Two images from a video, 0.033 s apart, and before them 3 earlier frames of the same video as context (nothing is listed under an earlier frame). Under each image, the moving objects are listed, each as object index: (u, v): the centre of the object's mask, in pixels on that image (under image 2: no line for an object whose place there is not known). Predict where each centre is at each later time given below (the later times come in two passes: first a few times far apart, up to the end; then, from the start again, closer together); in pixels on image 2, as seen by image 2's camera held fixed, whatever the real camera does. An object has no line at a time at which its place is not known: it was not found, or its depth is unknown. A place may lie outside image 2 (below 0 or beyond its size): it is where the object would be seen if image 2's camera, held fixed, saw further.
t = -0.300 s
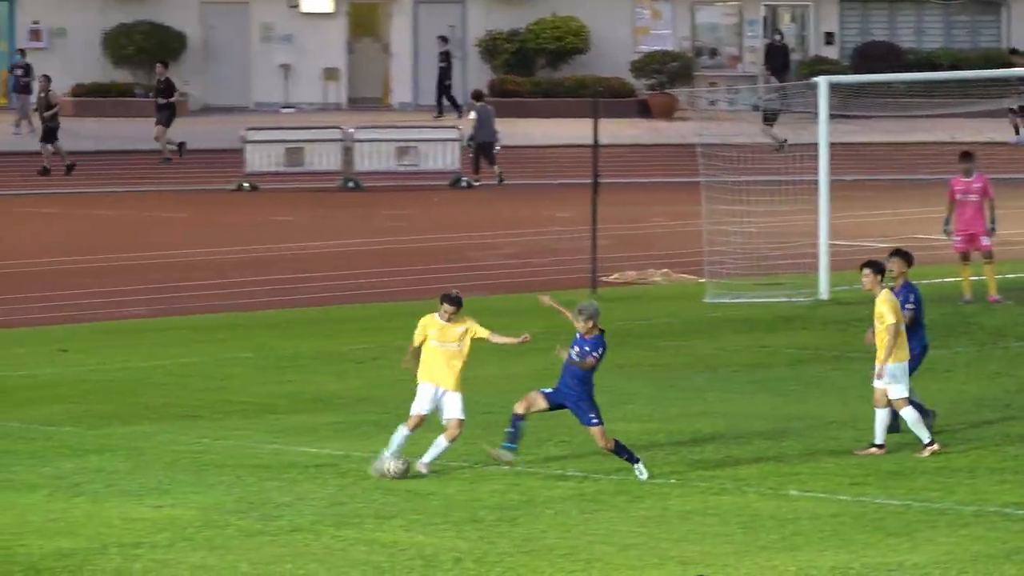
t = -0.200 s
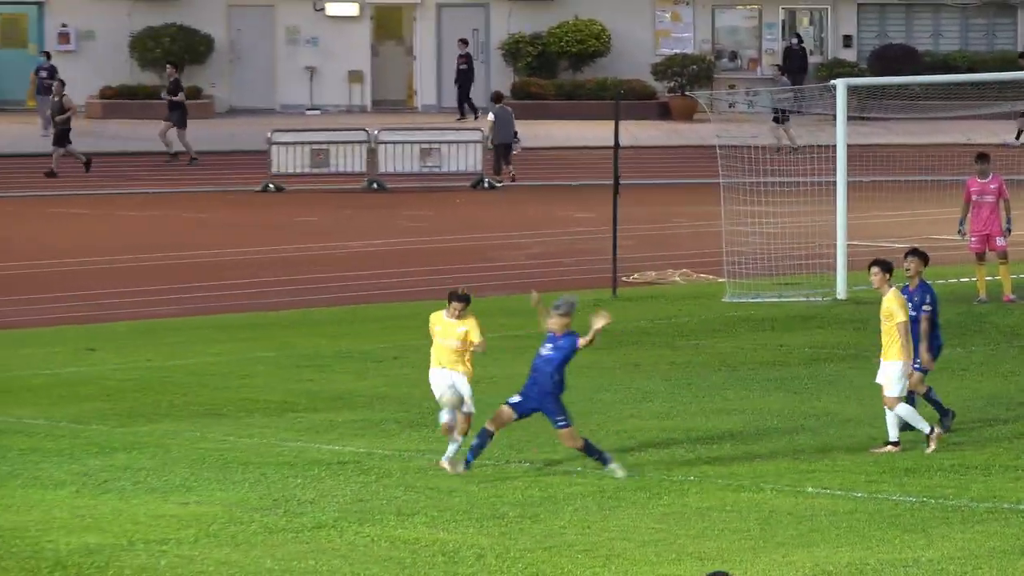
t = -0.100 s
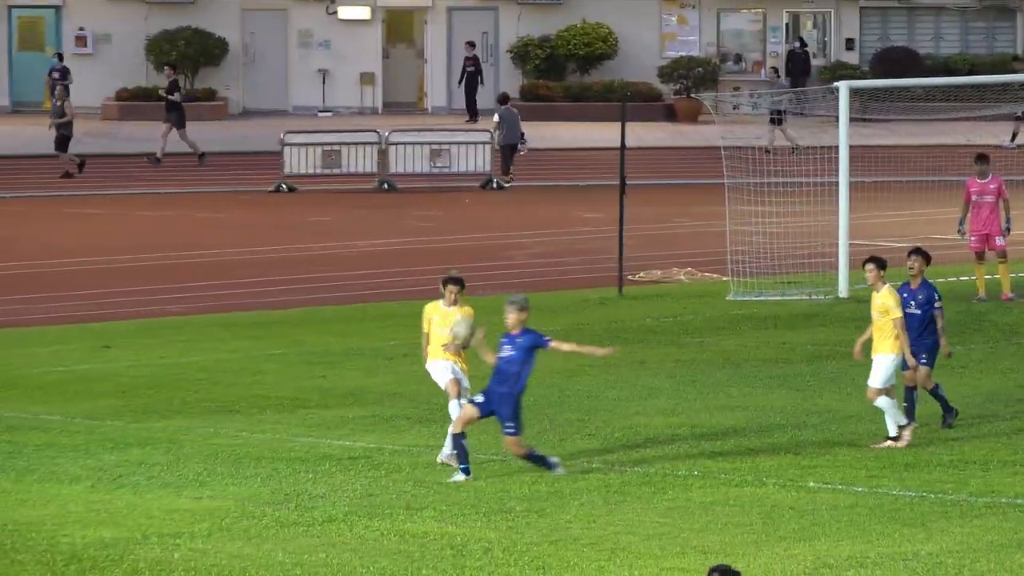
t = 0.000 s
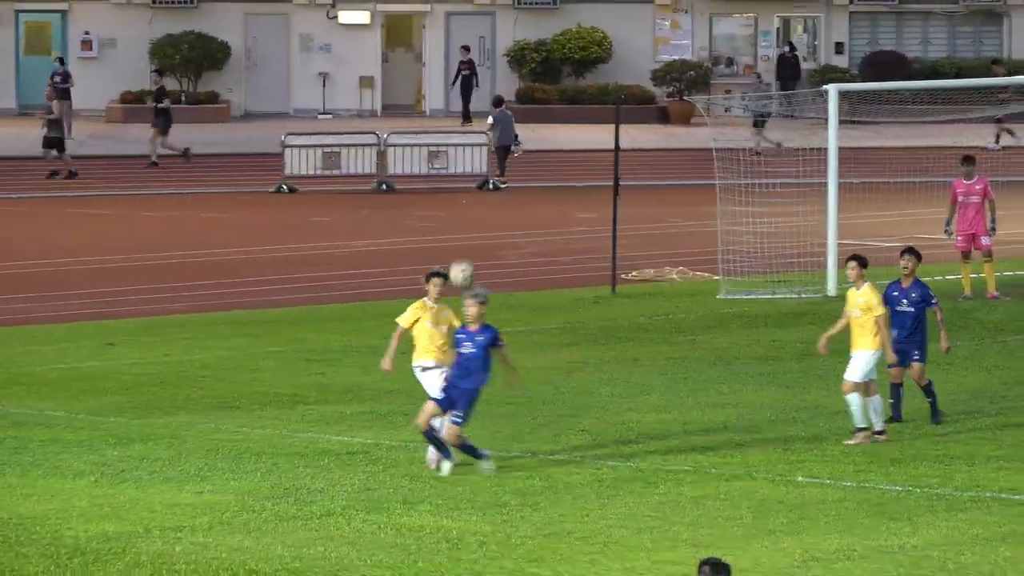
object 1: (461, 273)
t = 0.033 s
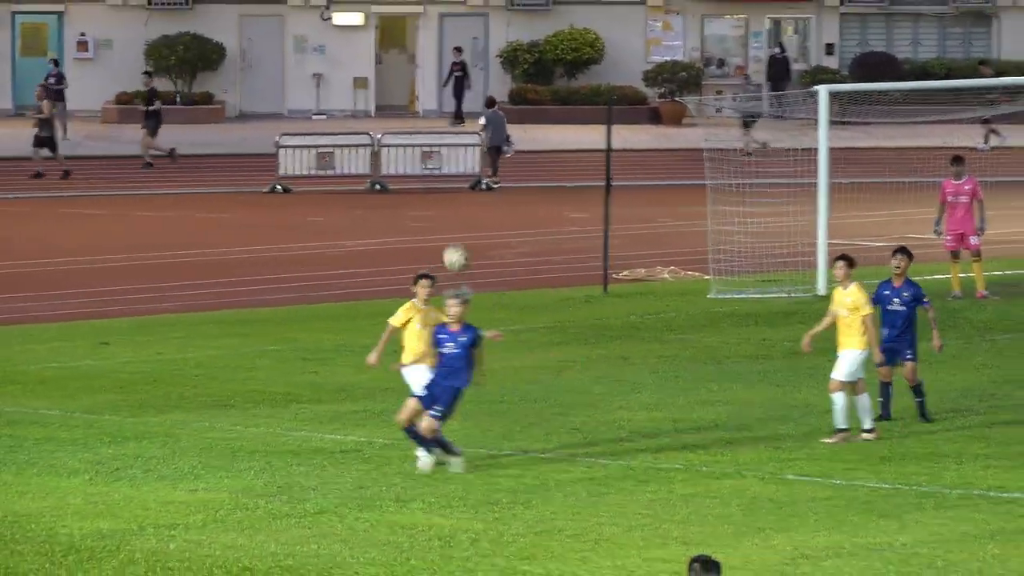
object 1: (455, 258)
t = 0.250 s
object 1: (470, 200)
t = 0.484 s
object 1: (497, 188)
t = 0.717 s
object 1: (525, 246)
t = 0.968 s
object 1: (561, 404)
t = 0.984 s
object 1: (564, 417)
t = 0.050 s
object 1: (455, 251)
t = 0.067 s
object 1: (456, 244)
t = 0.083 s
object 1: (458, 239)
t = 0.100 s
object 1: (458, 234)
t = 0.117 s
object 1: (458, 228)
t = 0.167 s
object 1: (463, 214)
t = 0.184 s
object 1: (464, 210)
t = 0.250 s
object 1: (470, 200)
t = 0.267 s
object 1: (472, 196)
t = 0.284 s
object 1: (473, 195)
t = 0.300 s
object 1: (476, 193)
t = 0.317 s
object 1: (477, 192)
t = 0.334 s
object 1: (480, 190)
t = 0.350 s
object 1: (482, 188)
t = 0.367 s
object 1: (484, 187)
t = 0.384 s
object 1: (485, 187)
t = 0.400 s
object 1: (487, 187)
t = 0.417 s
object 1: (489, 186)
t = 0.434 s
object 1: (491, 186)
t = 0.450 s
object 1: (493, 186)
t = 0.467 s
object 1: (495, 187)
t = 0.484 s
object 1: (497, 188)
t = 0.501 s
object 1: (499, 189)
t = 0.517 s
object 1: (500, 190)
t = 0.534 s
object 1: (502, 193)
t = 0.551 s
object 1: (504, 195)
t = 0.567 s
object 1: (507, 200)
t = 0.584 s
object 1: (508, 202)
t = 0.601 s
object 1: (511, 206)
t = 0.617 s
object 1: (513, 211)
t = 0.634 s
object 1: (515, 216)
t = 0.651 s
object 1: (517, 221)
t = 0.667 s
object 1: (519, 227)
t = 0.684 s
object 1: (521, 232)
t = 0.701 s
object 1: (522, 239)
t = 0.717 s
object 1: (525, 246)
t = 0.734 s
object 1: (527, 254)
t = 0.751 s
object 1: (529, 262)
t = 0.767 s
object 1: (531, 270)
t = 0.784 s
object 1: (534, 277)
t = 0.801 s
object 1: (536, 287)
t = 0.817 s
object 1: (538, 296)
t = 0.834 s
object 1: (540, 306)
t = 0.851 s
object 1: (542, 317)
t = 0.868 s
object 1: (545, 328)
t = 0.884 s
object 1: (547, 339)
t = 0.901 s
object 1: (550, 351)
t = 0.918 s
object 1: (553, 363)
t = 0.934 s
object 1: (555, 376)
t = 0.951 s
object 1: (558, 388)
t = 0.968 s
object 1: (561, 404)
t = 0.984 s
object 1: (564, 417)
